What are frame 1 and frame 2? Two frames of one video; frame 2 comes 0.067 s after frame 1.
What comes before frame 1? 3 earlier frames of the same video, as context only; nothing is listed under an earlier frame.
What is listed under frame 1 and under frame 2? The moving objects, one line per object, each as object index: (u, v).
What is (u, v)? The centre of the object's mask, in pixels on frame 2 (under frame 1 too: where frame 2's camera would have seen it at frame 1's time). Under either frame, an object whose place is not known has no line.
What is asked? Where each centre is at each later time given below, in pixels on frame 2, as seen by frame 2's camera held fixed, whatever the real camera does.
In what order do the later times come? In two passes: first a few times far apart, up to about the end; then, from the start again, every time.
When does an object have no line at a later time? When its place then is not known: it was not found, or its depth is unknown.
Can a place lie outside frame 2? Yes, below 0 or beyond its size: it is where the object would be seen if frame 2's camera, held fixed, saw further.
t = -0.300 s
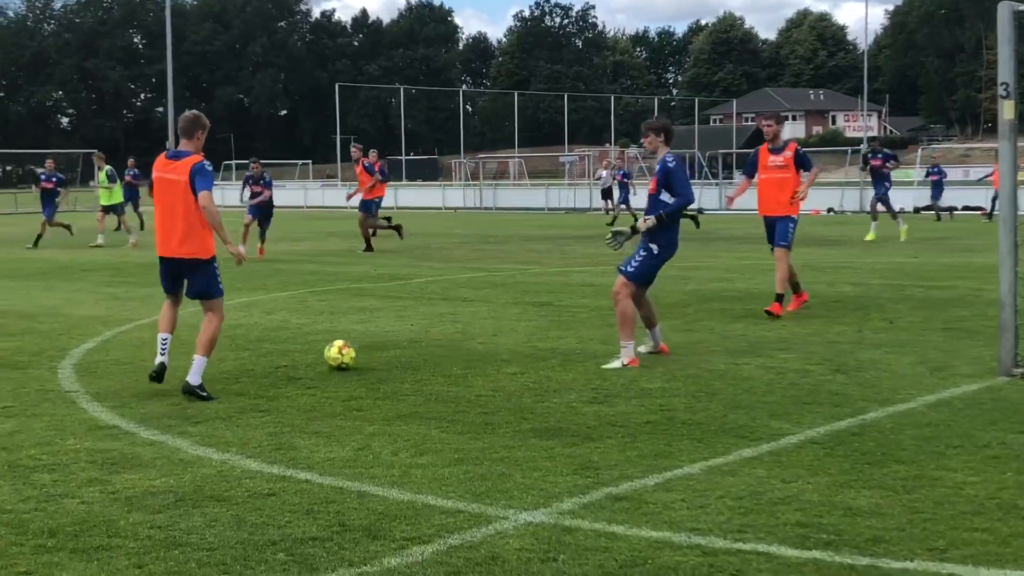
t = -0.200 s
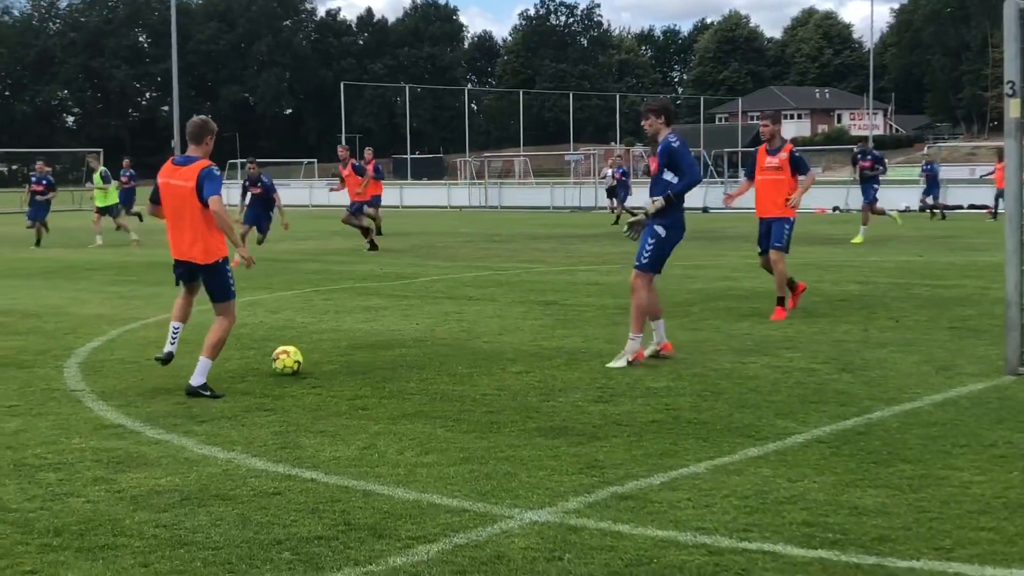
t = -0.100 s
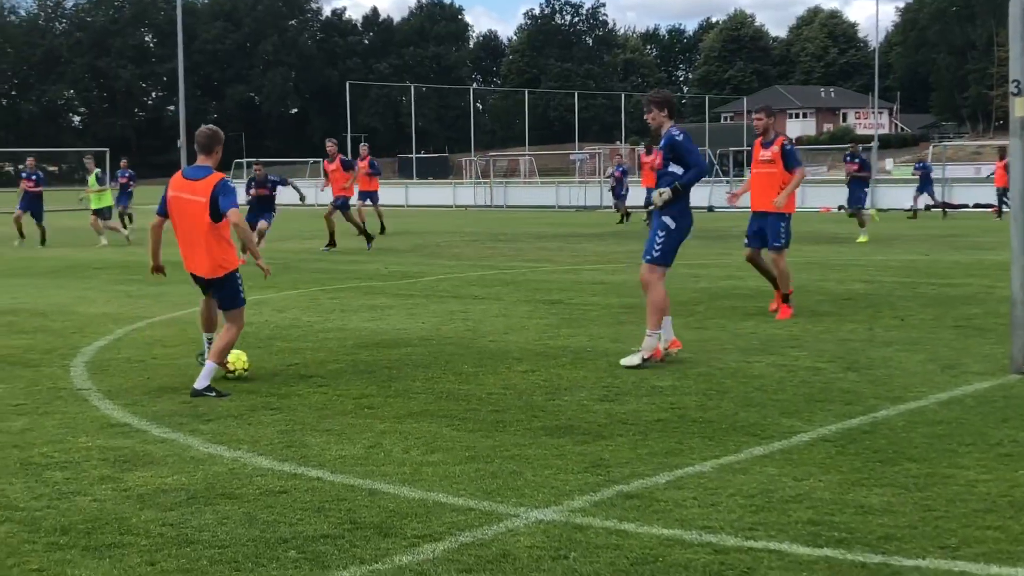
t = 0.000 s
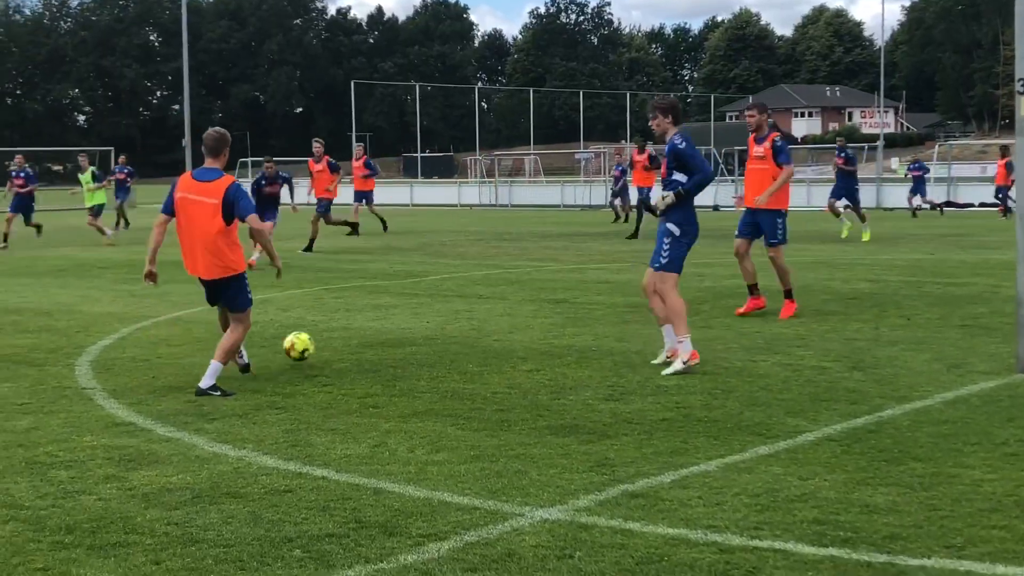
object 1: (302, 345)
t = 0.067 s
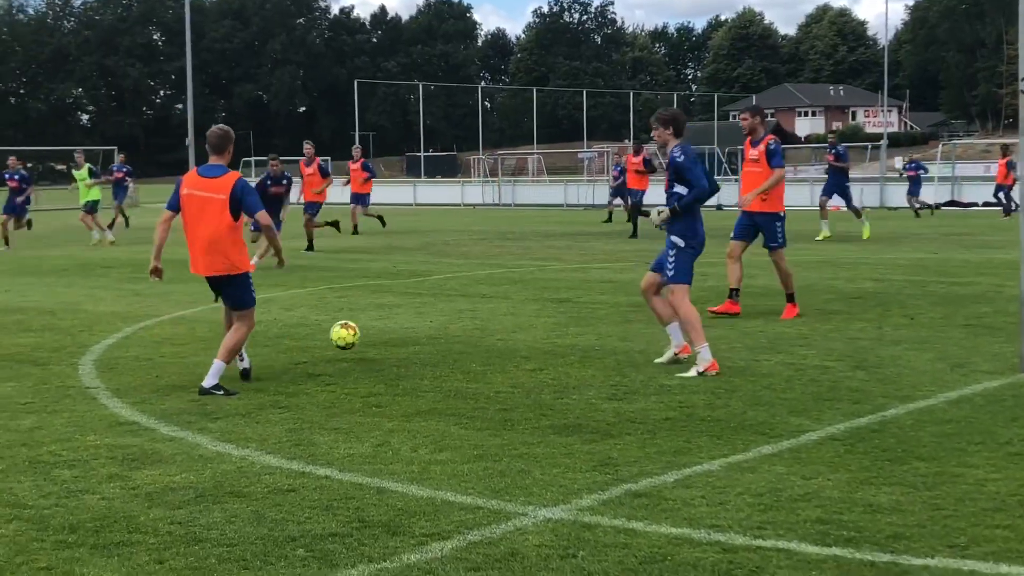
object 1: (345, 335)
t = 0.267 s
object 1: (458, 332)
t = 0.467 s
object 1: (540, 323)
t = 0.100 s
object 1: (365, 332)
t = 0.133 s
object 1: (386, 331)
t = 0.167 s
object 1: (405, 331)
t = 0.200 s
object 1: (424, 333)
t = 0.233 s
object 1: (443, 336)
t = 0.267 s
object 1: (458, 332)
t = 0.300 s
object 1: (472, 328)
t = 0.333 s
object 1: (487, 324)
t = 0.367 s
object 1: (501, 323)
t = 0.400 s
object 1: (515, 323)
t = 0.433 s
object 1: (528, 323)
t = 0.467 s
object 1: (540, 323)
